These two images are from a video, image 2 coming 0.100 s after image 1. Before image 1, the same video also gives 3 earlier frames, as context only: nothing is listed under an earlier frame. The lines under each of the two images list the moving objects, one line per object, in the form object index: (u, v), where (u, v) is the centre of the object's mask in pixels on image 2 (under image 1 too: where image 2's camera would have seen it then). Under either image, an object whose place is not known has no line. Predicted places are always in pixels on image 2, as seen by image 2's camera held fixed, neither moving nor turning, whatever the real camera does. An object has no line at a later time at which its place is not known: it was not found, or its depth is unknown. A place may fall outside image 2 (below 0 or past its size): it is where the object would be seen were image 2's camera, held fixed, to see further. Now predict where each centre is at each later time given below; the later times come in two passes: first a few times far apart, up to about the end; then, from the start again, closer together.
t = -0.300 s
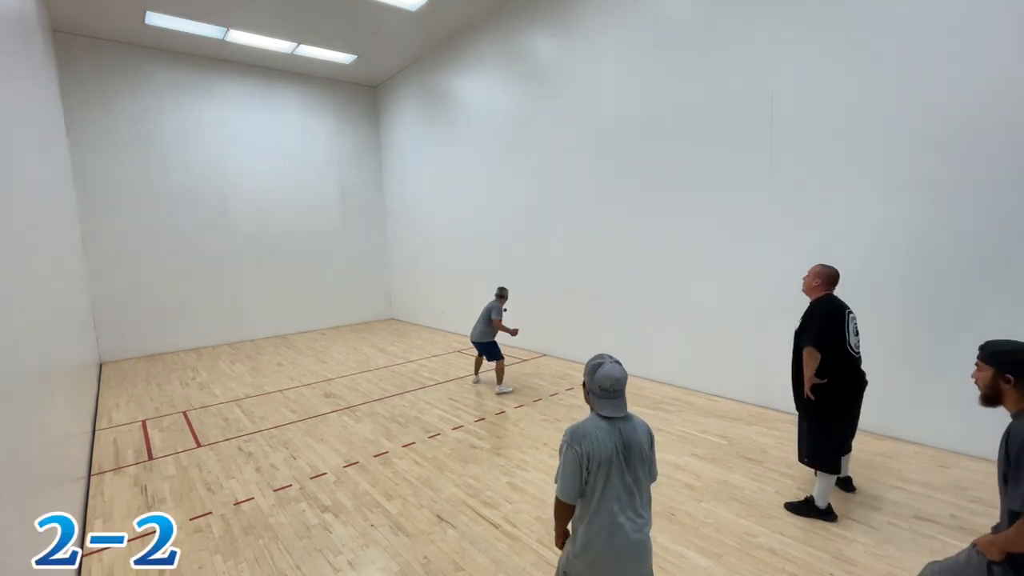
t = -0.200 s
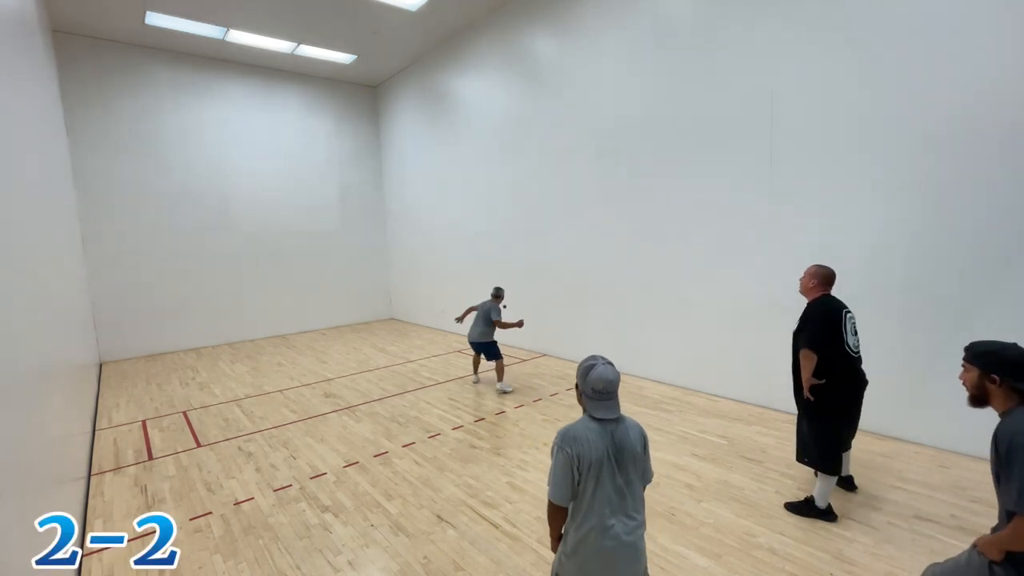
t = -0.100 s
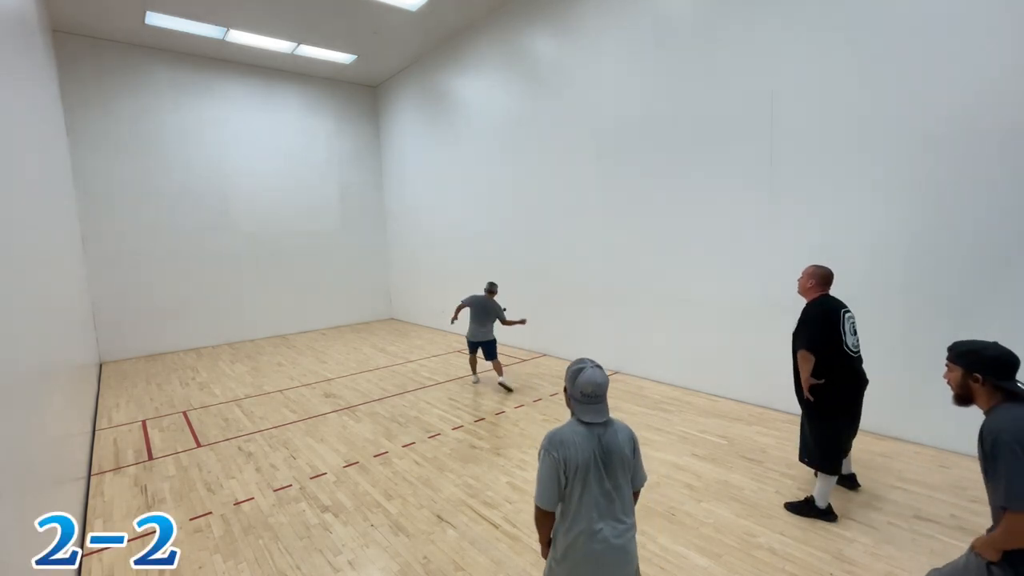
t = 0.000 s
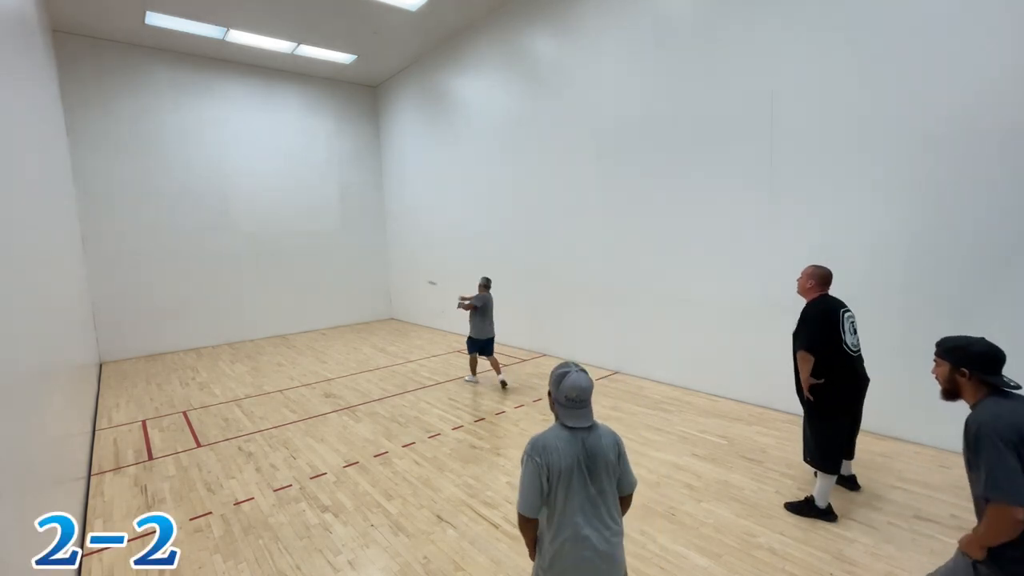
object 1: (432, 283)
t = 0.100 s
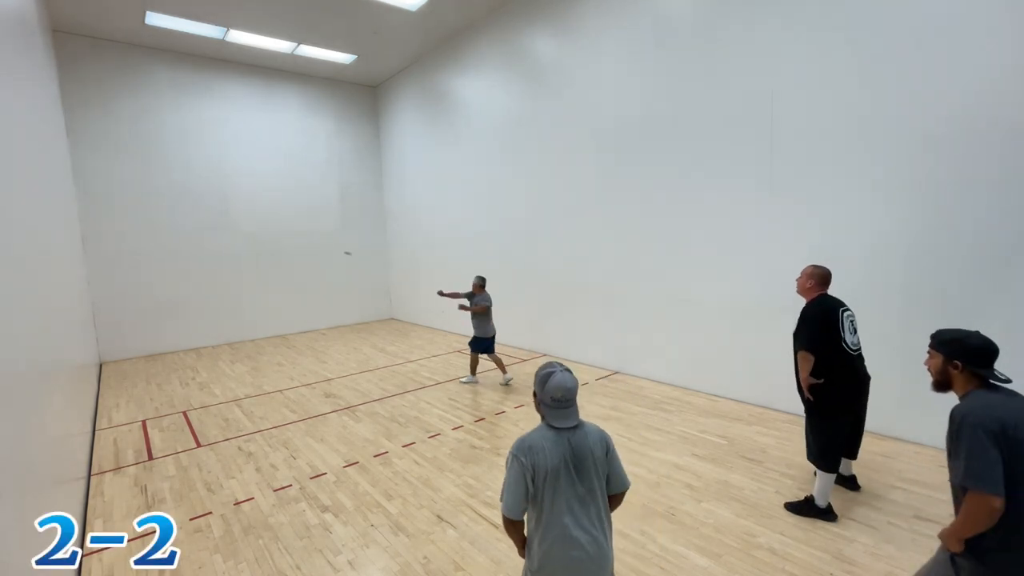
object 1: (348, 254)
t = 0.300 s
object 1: (241, 223)
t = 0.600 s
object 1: (190, 205)
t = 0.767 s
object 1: (136, 222)
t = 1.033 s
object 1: (141, 328)
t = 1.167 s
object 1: (260, 423)
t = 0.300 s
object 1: (241, 223)
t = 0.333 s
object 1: (237, 219)
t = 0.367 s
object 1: (233, 216)
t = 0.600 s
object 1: (190, 205)
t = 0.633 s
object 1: (182, 207)
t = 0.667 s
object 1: (172, 208)
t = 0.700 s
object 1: (161, 212)
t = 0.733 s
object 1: (149, 216)
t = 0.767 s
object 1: (136, 222)
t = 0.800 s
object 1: (121, 230)
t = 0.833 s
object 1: (104, 239)
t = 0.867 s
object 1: (84, 252)
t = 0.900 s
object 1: (61, 268)
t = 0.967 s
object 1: (89, 296)
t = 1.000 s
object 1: (114, 311)
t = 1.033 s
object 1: (141, 328)
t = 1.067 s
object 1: (168, 348)
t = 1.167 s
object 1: (260, 423)
